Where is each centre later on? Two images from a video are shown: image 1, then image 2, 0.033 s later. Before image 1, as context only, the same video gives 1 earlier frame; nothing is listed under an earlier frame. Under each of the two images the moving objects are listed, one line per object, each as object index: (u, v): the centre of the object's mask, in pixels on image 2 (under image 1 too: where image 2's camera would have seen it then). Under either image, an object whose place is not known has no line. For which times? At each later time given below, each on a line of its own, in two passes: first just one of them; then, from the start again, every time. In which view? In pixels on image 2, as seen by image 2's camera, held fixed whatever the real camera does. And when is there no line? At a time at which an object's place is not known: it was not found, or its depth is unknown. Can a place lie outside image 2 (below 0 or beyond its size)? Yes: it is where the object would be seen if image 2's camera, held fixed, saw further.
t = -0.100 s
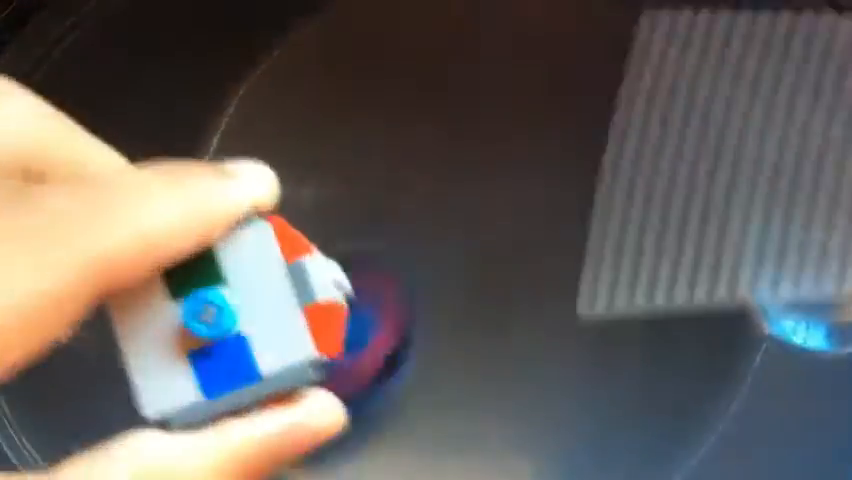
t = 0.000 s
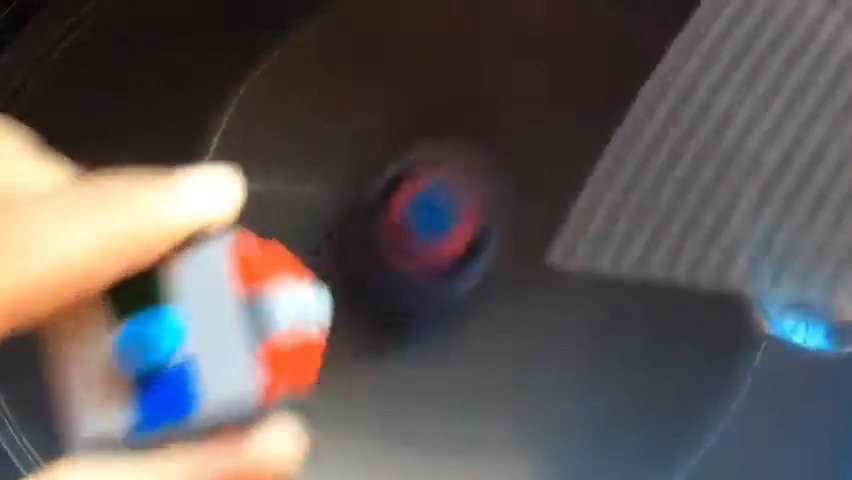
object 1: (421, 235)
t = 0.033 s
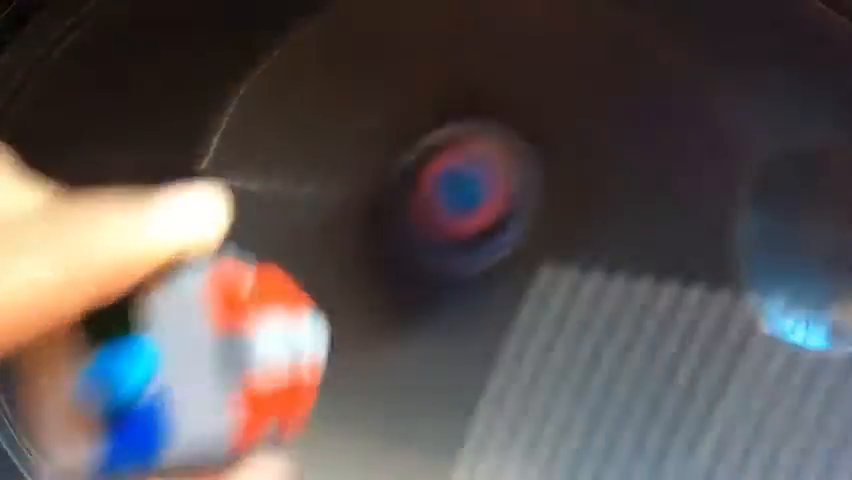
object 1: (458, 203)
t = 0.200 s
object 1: (585, 188)
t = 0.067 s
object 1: (488, 183)
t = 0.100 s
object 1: (519, 173)
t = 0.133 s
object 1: (543, 172)
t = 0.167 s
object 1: (567, 177)
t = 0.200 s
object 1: (585, 188)
